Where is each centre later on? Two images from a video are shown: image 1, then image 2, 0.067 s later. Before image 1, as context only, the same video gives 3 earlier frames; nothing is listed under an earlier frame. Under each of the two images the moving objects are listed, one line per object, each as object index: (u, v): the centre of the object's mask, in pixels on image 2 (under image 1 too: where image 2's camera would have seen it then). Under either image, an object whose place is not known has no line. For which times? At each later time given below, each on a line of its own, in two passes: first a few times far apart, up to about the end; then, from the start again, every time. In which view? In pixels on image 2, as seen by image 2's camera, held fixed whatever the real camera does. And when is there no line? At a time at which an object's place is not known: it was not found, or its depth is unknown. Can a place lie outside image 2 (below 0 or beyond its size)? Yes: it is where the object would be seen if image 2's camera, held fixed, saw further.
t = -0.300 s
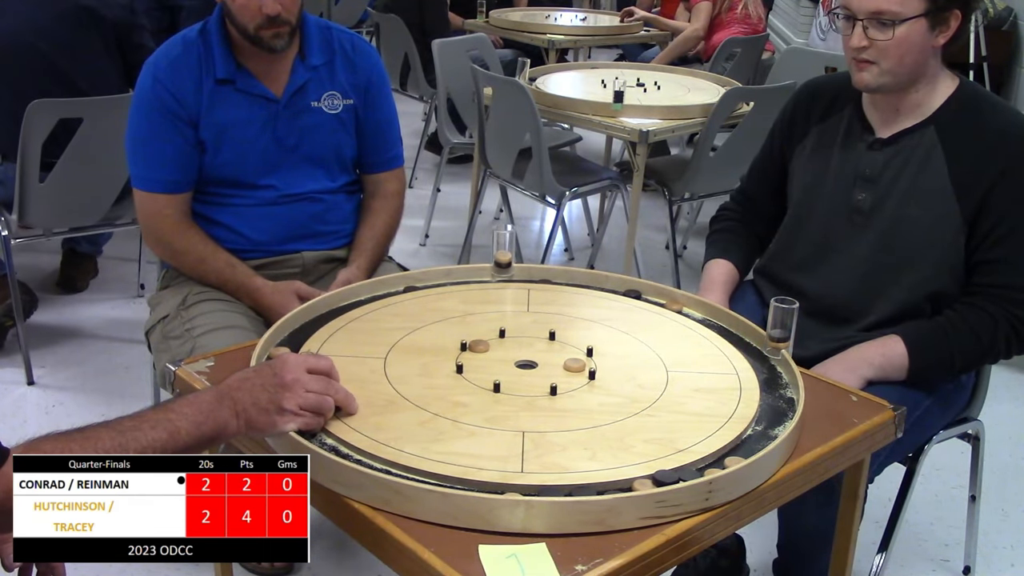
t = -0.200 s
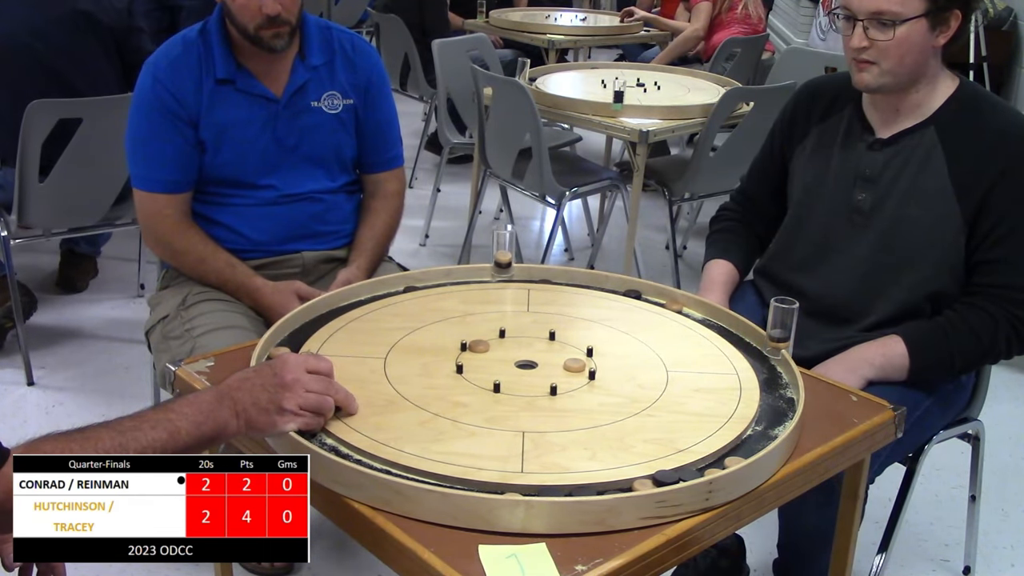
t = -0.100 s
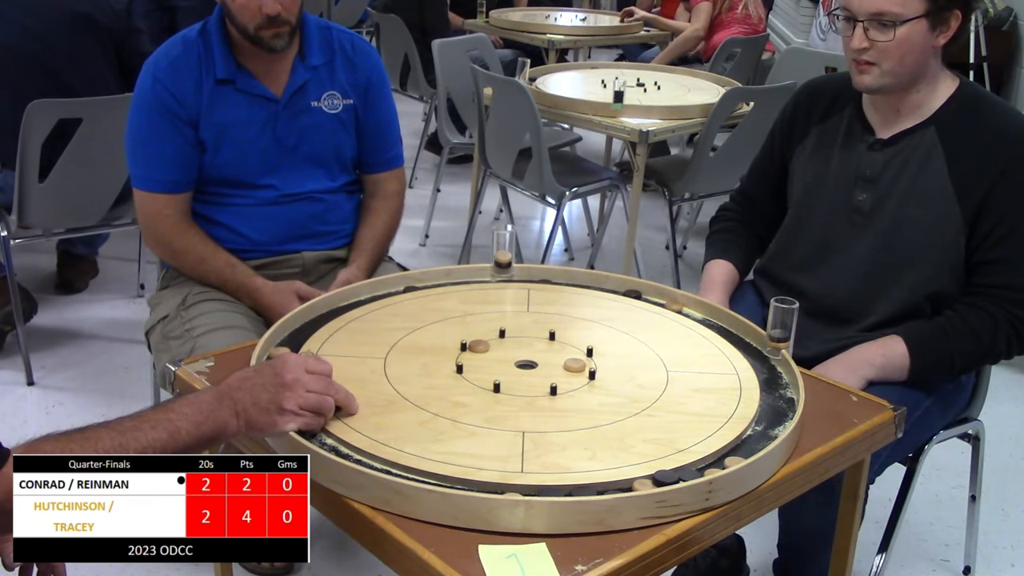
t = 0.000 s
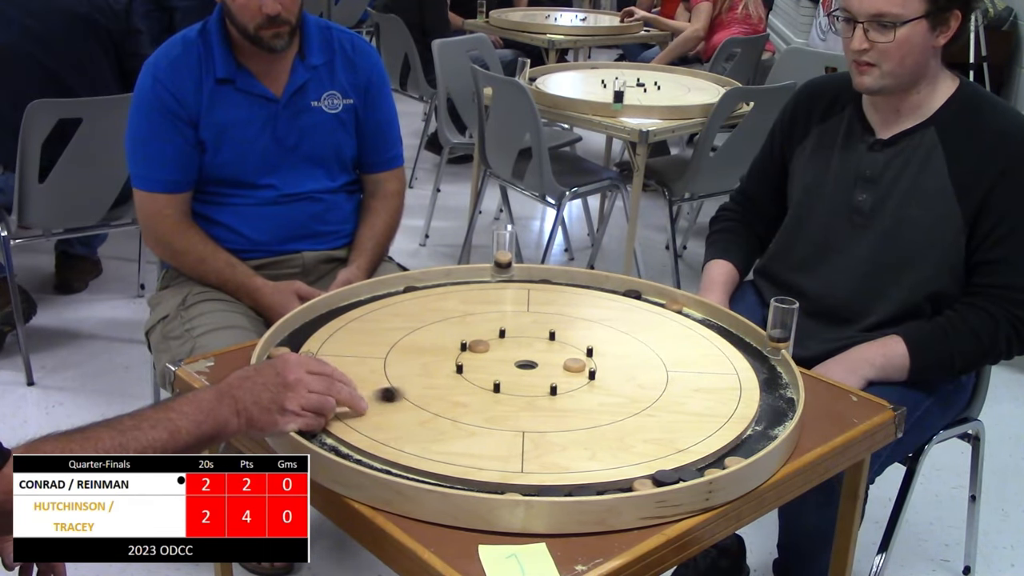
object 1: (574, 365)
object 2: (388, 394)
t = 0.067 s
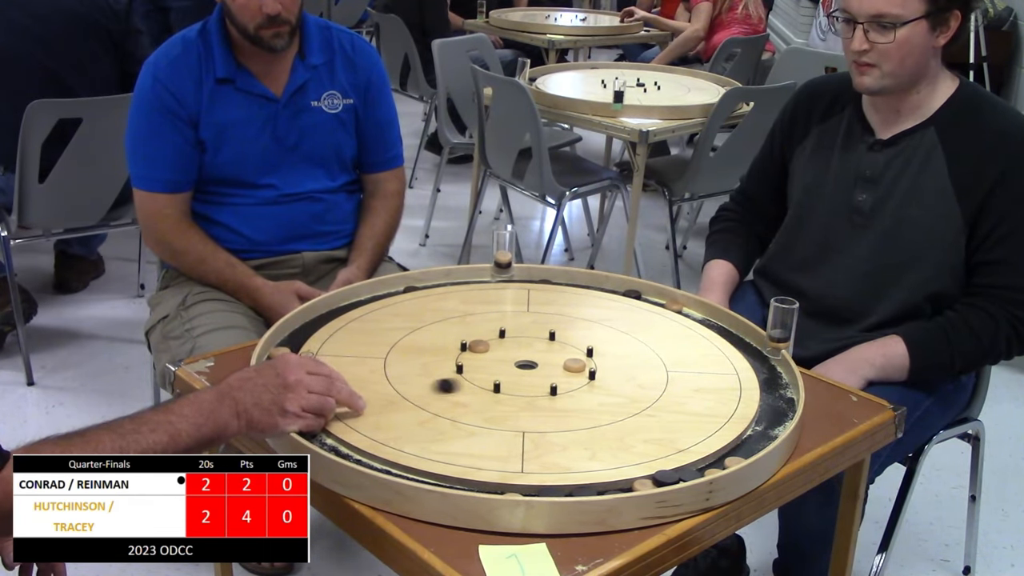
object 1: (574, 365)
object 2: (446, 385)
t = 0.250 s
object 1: (599, 361)
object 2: (559, 367)
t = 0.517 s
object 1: (735, 338)
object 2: (565, 366)
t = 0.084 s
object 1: (574, 365)
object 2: (459, 383)
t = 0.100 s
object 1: (574, 365)
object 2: (473, 381)
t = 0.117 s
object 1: (574, 365)
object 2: (485, 379)
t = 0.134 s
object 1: (574, 365)
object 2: (500, 376)
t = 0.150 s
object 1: (574, 365)
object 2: (511, 375)
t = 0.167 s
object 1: (574, 365)
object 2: (525, 372)
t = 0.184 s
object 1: (574, 365)
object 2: (537, 371)
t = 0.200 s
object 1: (574, 365)
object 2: (548, 369)
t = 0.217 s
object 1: (578, 364)
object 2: (556, 368)
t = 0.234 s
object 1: (589, 362)
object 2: (558, 367)
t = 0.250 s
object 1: (599, 361)
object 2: (559, 367)
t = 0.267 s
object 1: (610, 359)
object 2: (561, 367)
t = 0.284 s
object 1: (619, 357)
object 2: (562, 367)
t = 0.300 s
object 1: (628, 356)
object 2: (563, 367)
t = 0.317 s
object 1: (638, 354)
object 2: (564, 367)
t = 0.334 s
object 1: (647, 353)
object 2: (564, 367)
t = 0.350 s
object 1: (656, 351)
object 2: (565, 367)
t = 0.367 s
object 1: (665, 350)
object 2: (565, 367)
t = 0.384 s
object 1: (674, 348)
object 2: (565, 367)
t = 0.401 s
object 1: (682, 346)
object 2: (565, 367)
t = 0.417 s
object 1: (690, 345)
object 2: (565, 367)
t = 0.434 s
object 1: (698, 343)
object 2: (565, 367)
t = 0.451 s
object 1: (706, 342)
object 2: (565, 367)
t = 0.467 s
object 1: (714, 340)
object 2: (565, 367)
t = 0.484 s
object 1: (722, 339)
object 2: (565, 366)
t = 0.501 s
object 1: (729, 338)
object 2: (565, 366)
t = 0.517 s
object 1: (735, 338)
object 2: (565, 366)
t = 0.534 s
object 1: (741, 339)
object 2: (566, 366)
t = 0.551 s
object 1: (743, 342)
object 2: (565, 366)
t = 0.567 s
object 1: (740, 342)
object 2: (565, 366)
